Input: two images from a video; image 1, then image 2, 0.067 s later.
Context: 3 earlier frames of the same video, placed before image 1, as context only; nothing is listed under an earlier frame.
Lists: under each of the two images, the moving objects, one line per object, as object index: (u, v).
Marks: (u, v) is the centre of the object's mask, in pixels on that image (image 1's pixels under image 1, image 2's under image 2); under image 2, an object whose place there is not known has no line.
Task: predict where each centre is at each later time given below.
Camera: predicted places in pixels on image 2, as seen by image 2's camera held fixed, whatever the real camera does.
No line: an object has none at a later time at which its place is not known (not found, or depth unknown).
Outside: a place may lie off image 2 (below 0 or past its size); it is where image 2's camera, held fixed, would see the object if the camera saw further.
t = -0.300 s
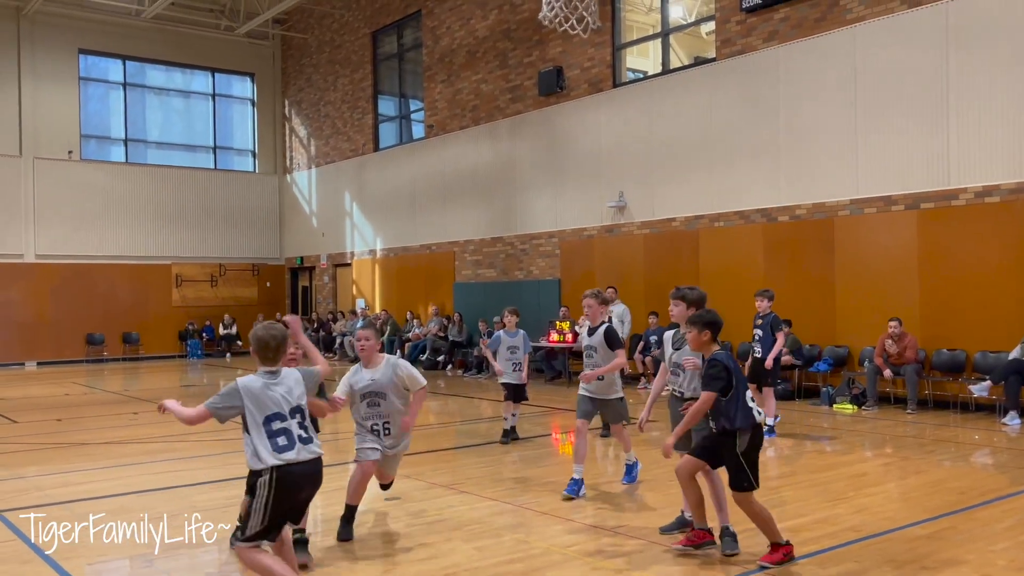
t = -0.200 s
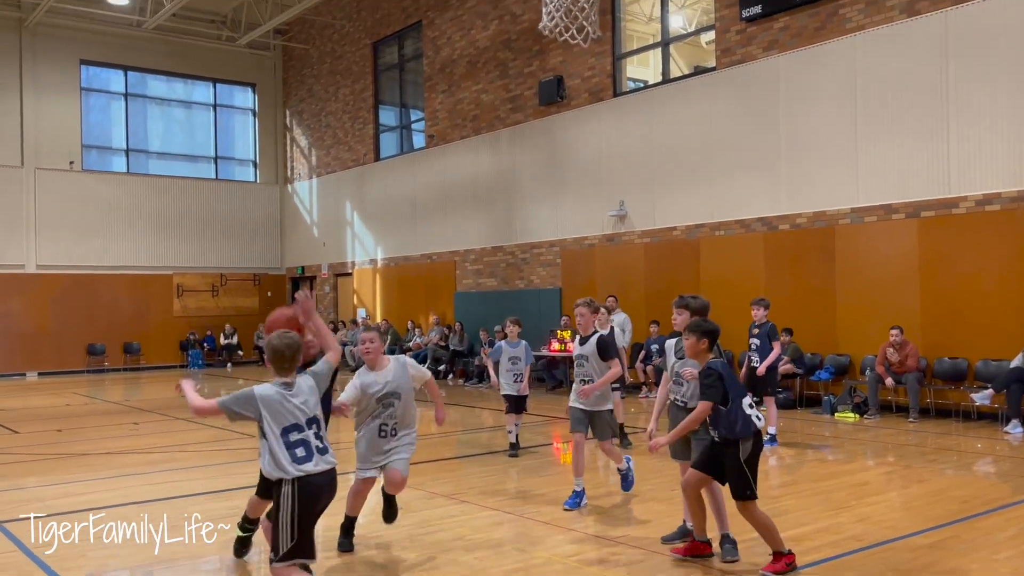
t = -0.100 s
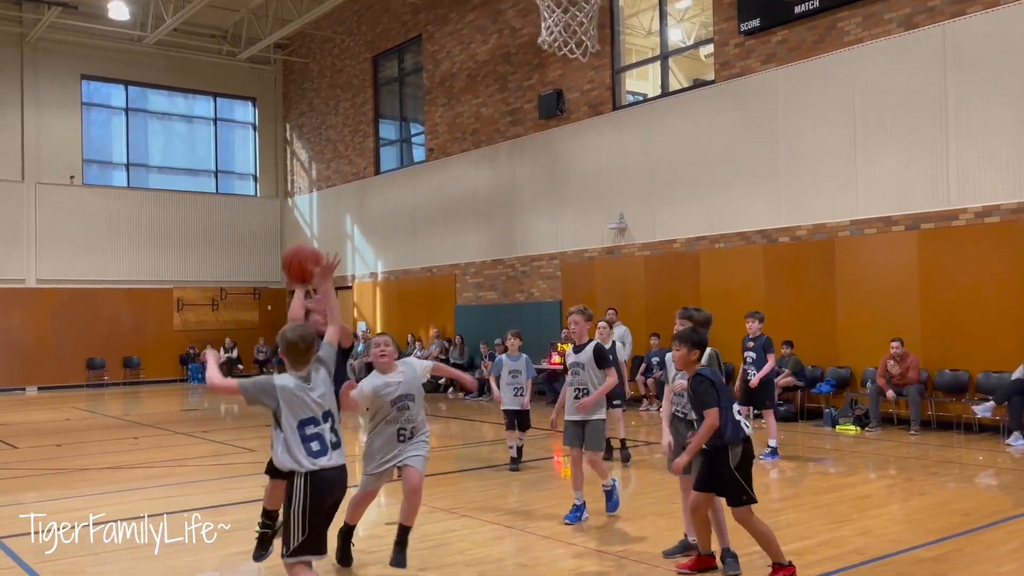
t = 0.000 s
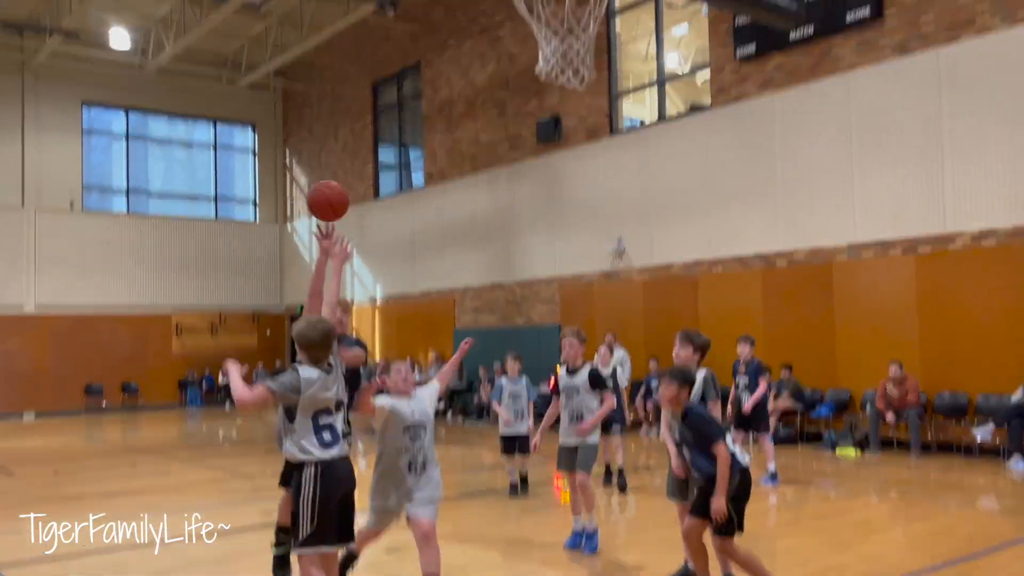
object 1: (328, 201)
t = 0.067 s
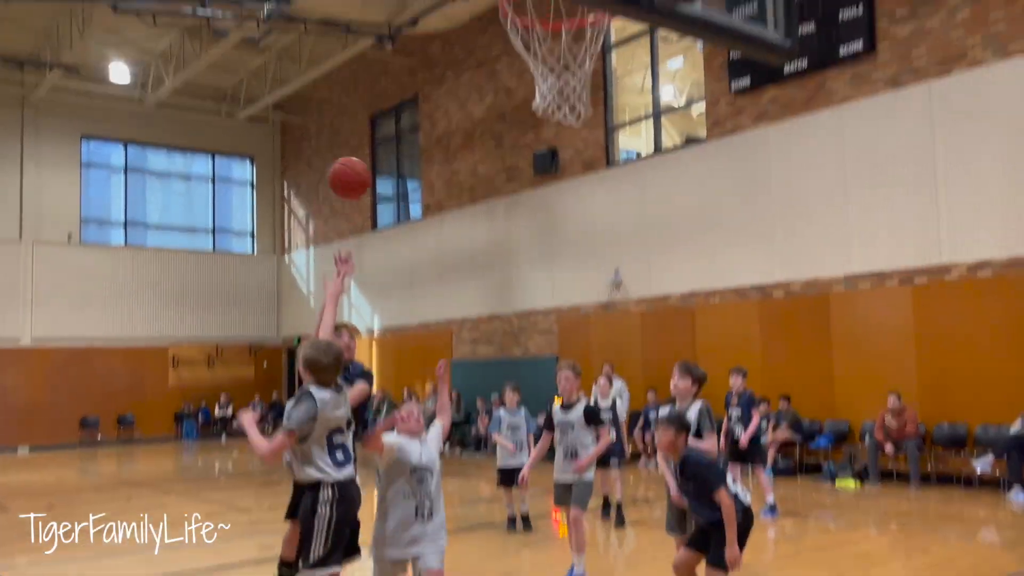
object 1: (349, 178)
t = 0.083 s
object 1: (356, 163)
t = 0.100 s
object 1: (362, 149)
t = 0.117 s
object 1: (368, 136)
